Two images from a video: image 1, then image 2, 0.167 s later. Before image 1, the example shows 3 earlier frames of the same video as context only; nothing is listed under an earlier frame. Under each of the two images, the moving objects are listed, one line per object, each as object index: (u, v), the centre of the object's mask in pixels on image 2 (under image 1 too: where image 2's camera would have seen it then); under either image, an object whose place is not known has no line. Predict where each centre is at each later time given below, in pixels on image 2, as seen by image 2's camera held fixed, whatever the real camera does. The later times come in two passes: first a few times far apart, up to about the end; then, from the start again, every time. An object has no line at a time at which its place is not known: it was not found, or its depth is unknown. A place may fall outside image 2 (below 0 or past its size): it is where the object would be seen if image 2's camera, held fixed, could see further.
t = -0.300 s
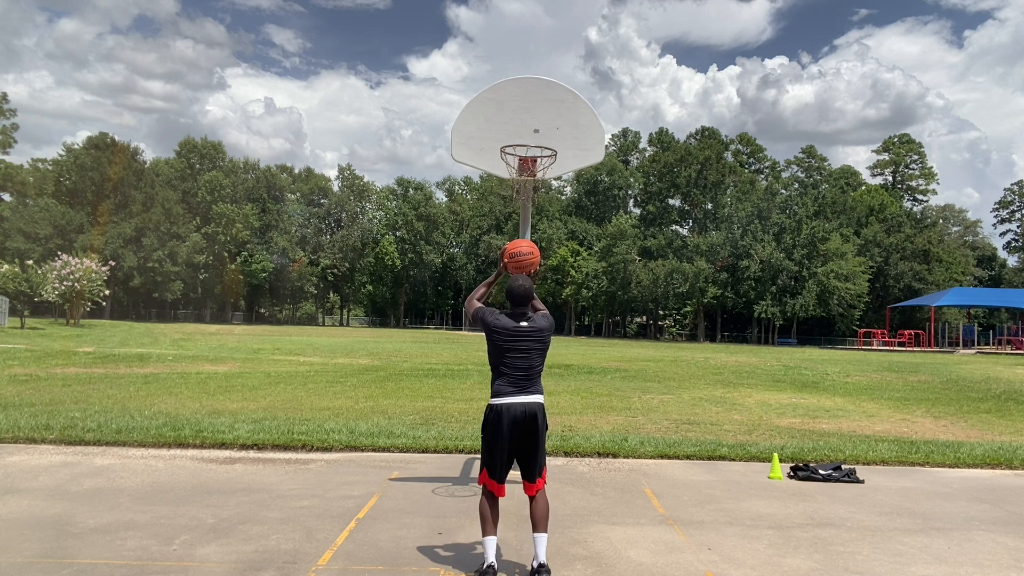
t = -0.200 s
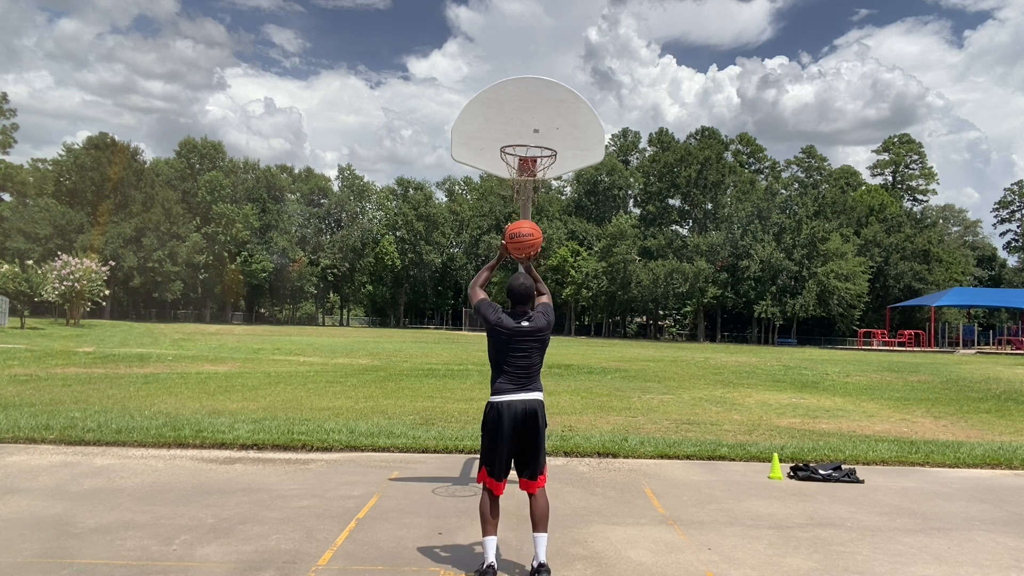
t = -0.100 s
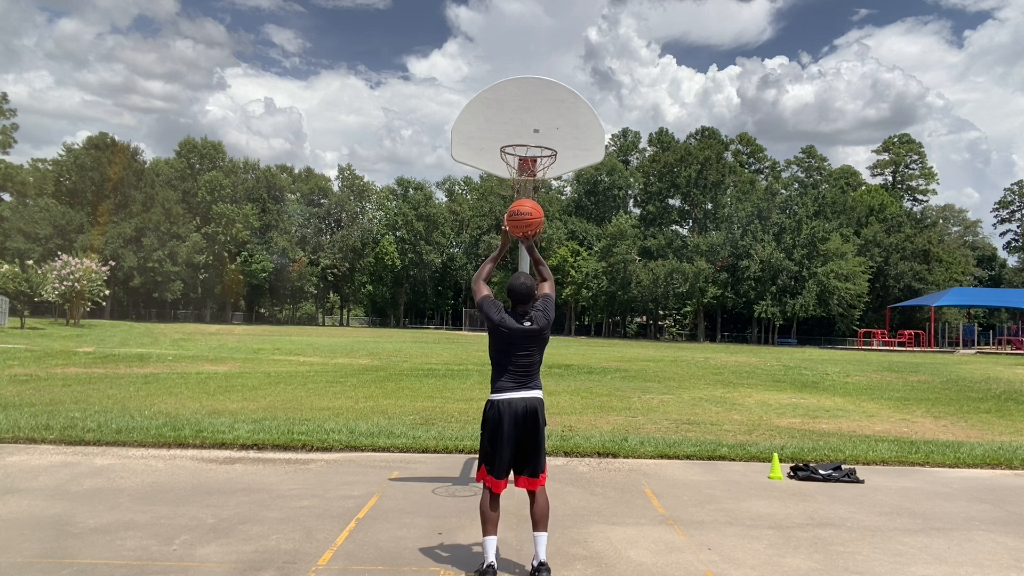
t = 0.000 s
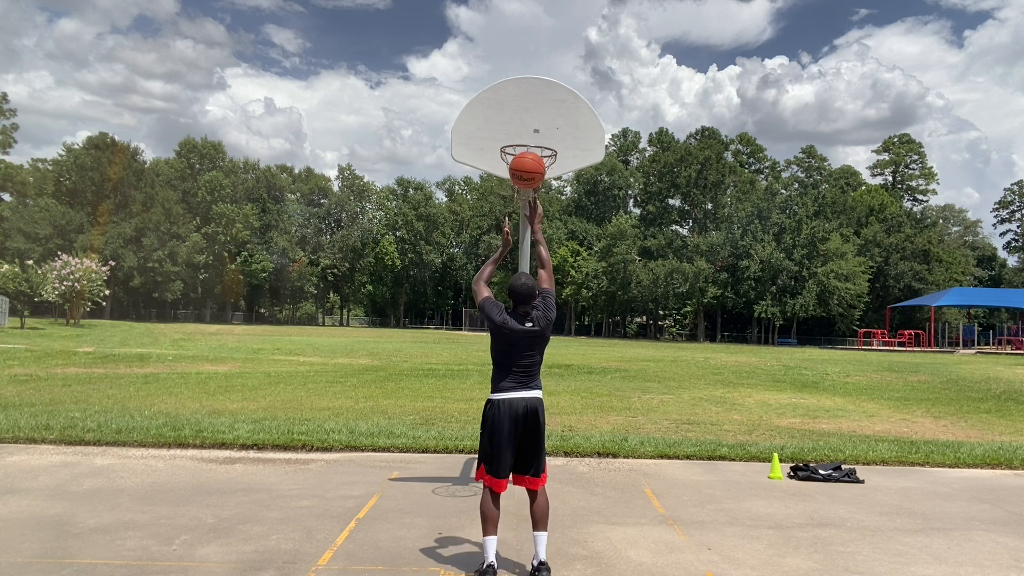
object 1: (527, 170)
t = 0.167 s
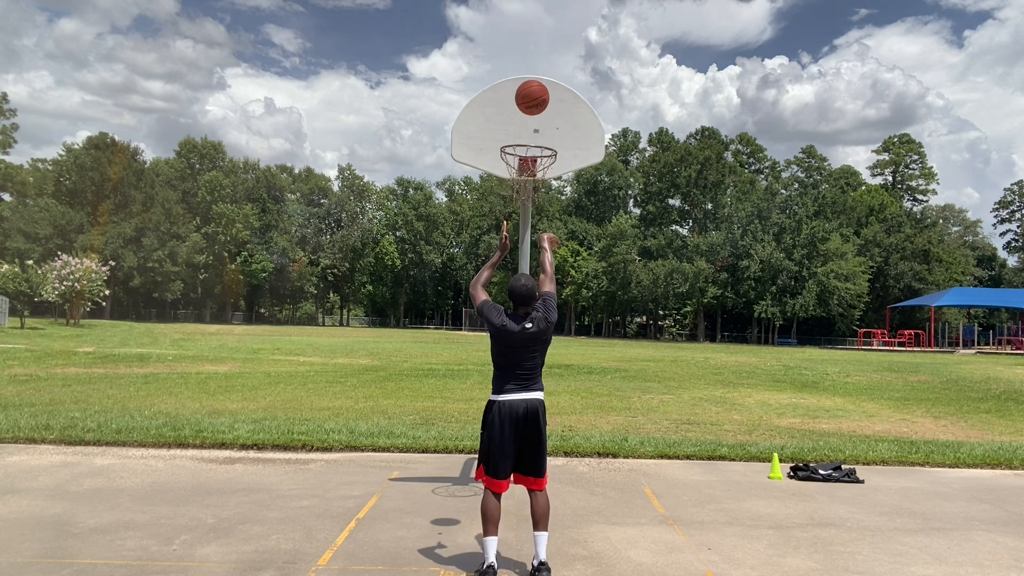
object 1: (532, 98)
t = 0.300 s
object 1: (535, 73)
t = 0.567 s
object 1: (537, 93)
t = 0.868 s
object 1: (518, 160)
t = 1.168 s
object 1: (533, 199)
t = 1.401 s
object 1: (537, 269)
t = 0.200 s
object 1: (533, 89)
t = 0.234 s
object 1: (533, 82)
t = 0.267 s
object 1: (534, 76)
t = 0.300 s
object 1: (535, 73)
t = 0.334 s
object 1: (535, 70)
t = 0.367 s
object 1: (536, 70)
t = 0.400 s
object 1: (536, 70)
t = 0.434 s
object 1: (536, 72)
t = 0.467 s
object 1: (537, 76)
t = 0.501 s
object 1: (537, 80)
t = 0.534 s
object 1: (537, 86)
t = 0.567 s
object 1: (537, 93)
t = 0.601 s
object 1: (538, 101)
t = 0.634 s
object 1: (538, 110)
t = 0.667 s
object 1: (538, 120)
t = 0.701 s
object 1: (538, 131)
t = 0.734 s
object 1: (538, 144)
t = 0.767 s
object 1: (534, 151)
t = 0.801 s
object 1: (526, 153)
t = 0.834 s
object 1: (518, 158)
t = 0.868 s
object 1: (518, 160)
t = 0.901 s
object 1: (521, 164)
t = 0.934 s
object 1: (523, 168)
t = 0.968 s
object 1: (526, 172)
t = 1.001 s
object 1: (527, 176)
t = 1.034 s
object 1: (529, 181)
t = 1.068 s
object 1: (531, 185)
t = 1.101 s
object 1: (532, 189)
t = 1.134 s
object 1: (533, 193)
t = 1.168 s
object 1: (533, 199)
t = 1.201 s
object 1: (534, 206)
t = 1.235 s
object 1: (535, 214)
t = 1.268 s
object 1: (535, 224)
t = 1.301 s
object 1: (536, 234)
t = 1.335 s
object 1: (536, 246)
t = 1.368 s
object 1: (537, 258)
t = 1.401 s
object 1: (537, 269)
